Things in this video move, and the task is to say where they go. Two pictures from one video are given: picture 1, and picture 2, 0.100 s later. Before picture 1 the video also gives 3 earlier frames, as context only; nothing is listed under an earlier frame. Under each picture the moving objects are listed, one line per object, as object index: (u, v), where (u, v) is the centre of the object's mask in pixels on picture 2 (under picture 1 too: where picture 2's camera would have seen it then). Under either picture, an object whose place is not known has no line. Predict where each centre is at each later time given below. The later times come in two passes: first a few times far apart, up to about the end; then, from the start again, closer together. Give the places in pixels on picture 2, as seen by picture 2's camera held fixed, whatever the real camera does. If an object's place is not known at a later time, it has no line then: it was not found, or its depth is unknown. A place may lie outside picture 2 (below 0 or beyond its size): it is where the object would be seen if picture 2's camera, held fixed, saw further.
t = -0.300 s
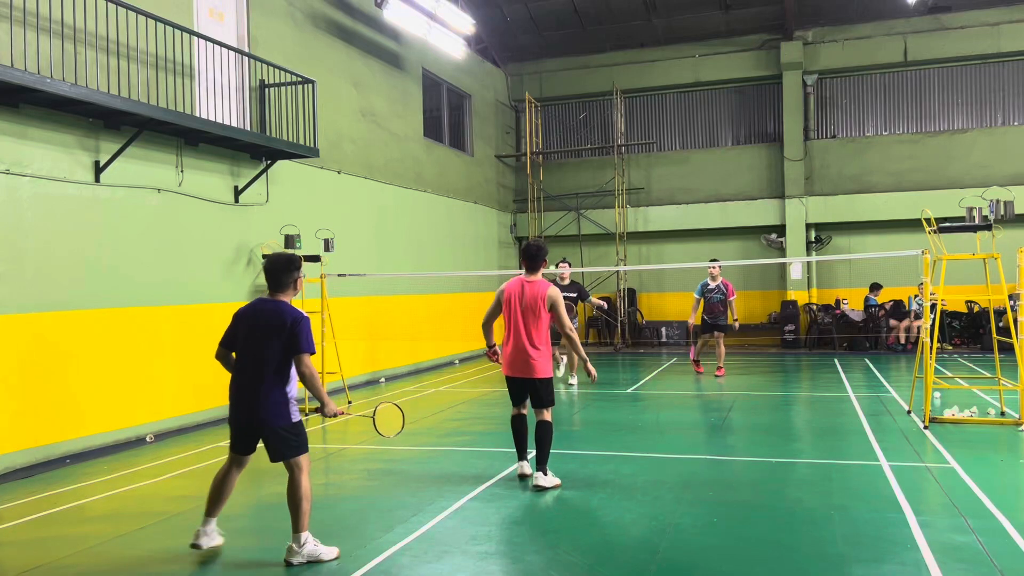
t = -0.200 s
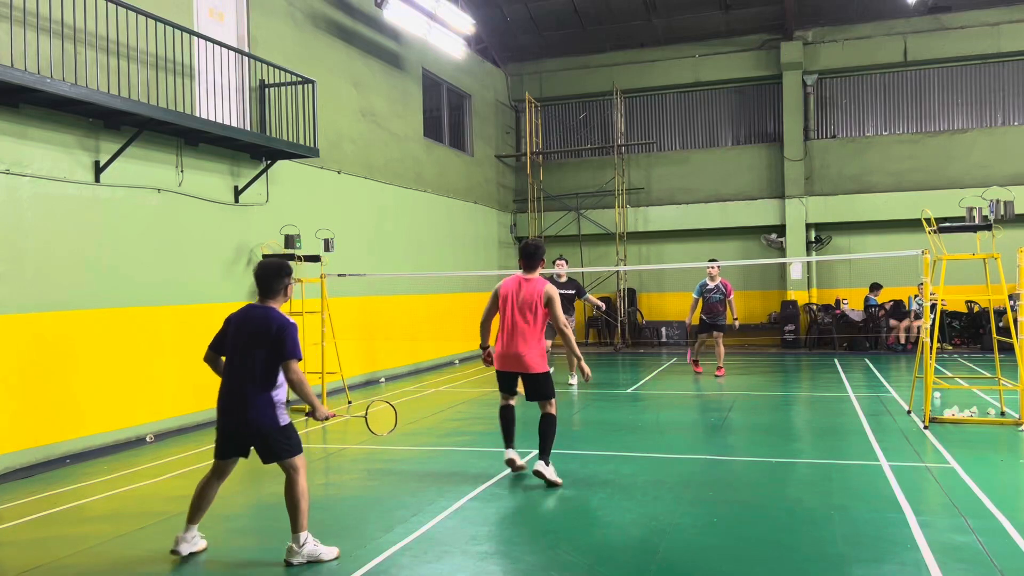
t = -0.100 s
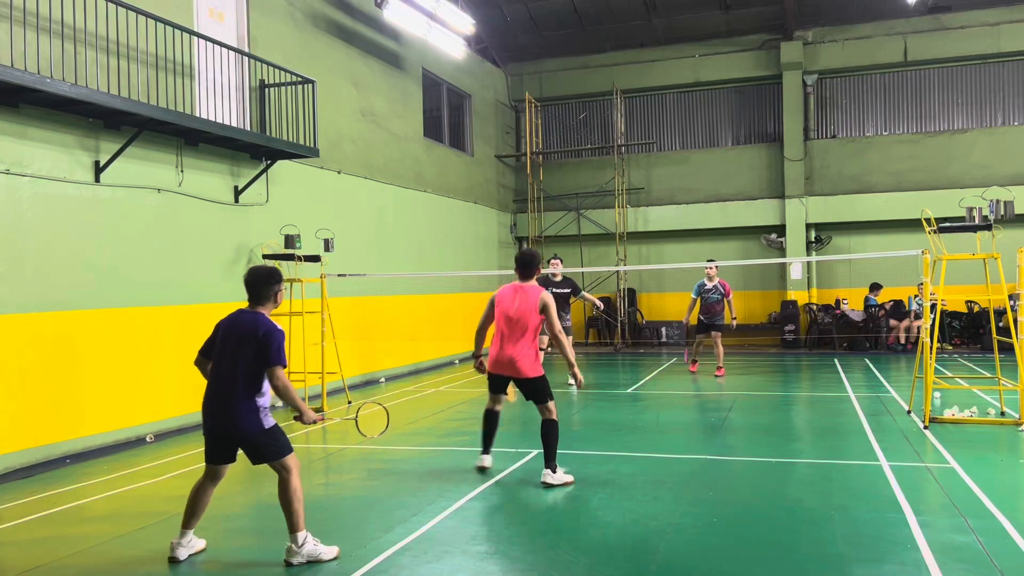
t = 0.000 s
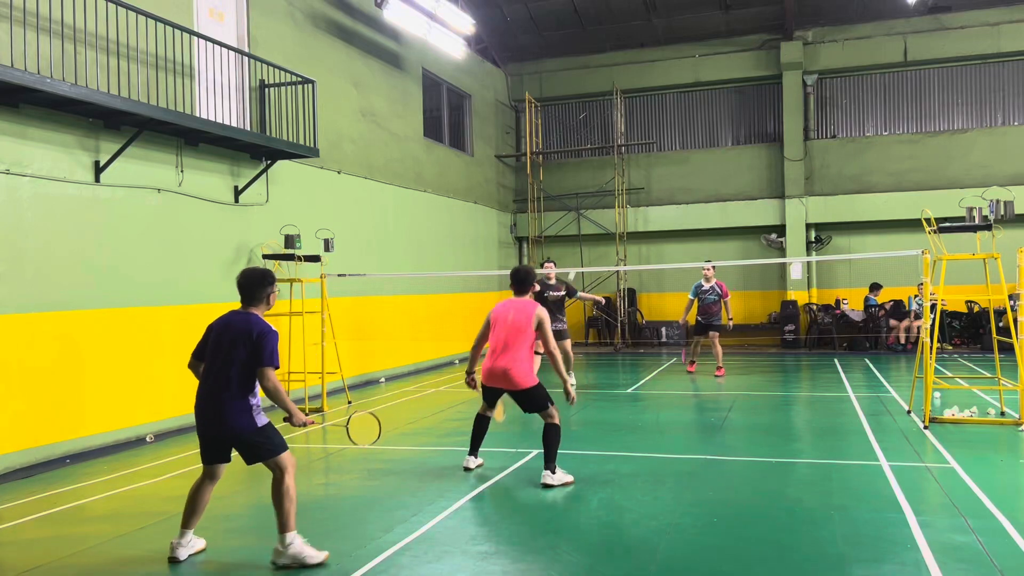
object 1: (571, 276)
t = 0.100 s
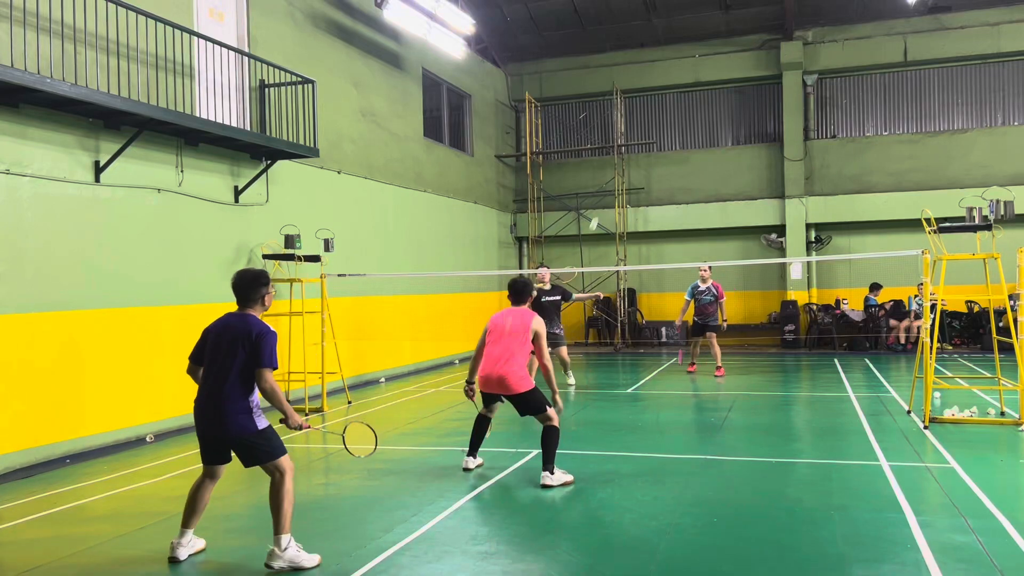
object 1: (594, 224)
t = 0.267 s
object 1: (629, 160)
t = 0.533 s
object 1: (688, 120)
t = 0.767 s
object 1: (747, 170)
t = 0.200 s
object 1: (615, 182)
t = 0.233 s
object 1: (623, 170)
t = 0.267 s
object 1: (629, 160)
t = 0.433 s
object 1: (666, 124)
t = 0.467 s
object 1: (674, 121)
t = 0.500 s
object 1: (680, 120)
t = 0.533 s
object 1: (688, 120)
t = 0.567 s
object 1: (696, 121)
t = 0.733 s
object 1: (738, 157)
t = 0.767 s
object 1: (747, 170)
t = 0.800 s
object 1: (756, 186)
